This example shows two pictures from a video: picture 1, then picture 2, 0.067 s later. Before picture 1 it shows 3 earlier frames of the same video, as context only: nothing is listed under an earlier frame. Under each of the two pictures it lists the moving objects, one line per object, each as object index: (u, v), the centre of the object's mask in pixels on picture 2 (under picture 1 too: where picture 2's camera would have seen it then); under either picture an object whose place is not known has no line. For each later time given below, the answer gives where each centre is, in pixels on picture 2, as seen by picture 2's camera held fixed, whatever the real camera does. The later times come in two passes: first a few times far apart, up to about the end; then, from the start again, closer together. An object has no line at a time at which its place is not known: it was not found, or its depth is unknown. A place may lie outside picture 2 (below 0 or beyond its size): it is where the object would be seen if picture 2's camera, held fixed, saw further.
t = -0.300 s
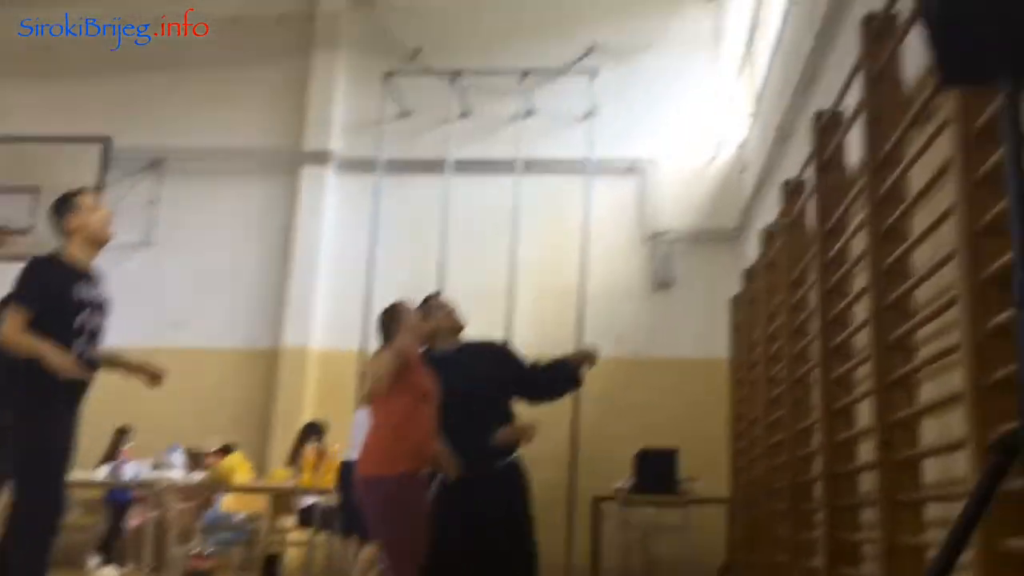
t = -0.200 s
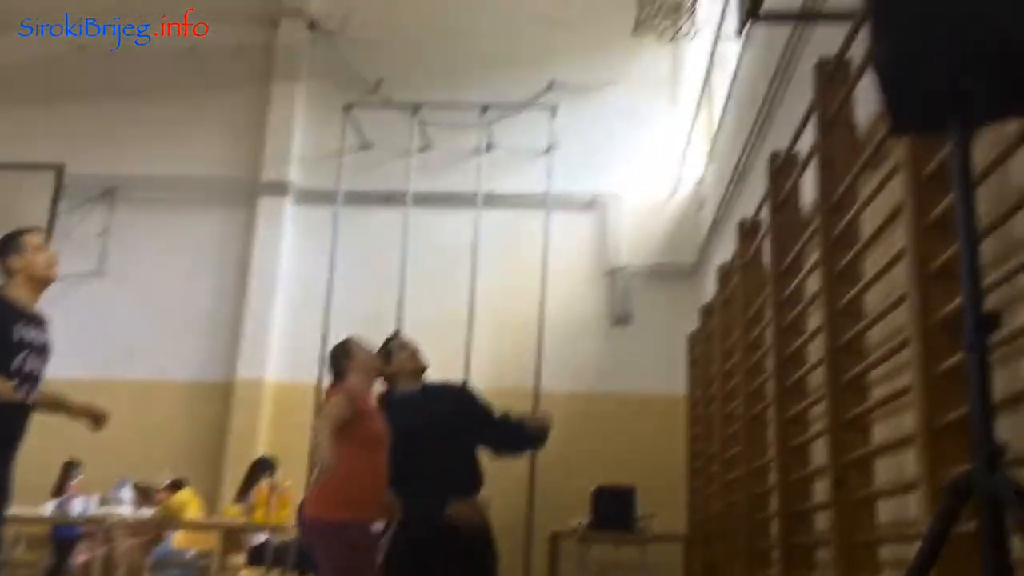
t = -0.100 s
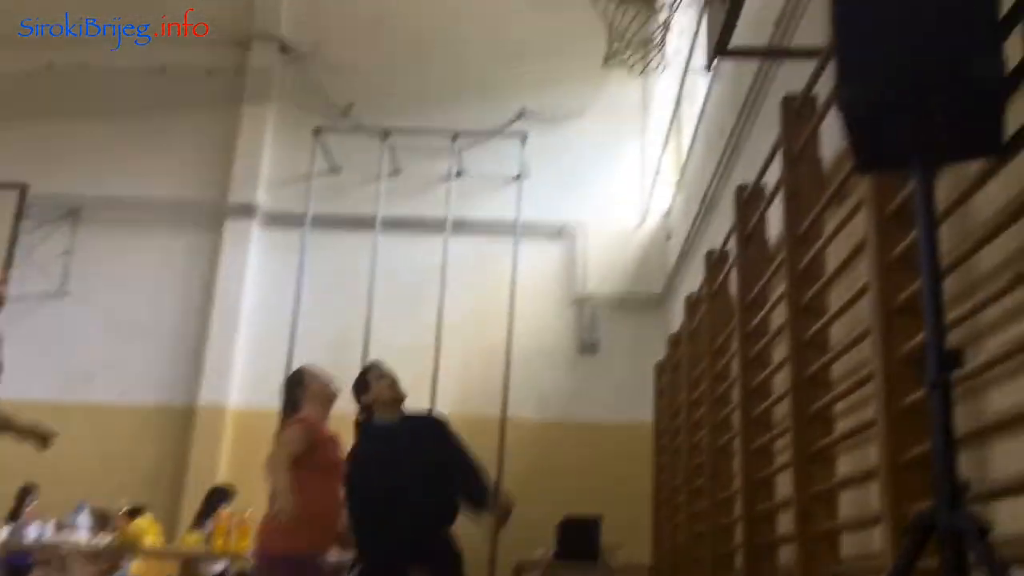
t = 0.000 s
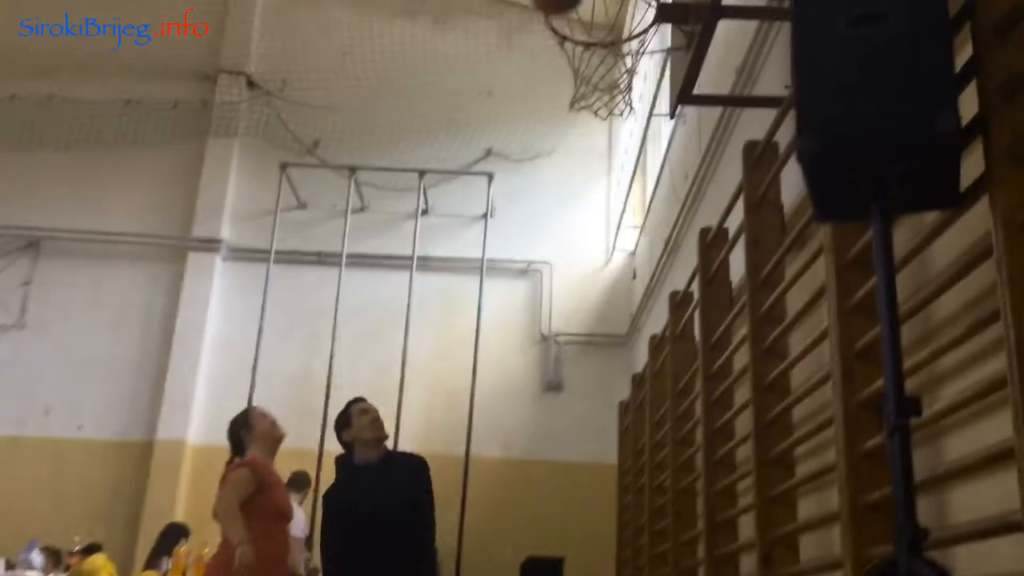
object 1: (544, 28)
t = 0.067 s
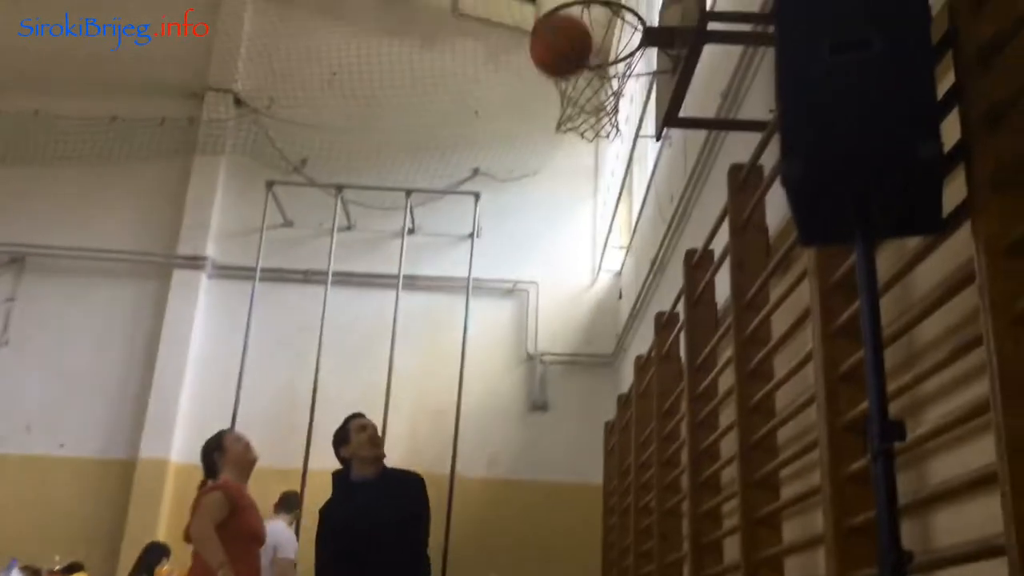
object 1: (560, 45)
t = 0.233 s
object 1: (606, 209)
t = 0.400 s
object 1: (649, 501)
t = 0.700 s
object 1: (727, 538)
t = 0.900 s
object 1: (770, 338)
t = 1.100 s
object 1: (791, 272)
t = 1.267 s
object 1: (802, 311)
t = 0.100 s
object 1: (570, 71)
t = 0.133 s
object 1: (578, 99)
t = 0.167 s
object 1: (586, 131)
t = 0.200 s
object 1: (596, 169)
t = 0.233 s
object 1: (606, 209)
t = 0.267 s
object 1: (617, 257)
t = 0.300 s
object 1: (625, 308)
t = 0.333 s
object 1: (636, 367)
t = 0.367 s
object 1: (648, 433)
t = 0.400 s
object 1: (649, 501)
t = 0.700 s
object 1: (727, 538)
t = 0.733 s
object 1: (738, 500)
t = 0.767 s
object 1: (747, 459)
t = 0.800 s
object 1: (755, 423)
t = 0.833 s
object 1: (762, 391)
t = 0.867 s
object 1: (766, 361)
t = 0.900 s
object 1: (770, 338)
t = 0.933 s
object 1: (775, 315)
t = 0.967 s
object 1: (779, 298)
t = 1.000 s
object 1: (787, 284)
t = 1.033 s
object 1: (783, 280)
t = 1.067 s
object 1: (789, 273)
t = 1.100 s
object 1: (791, 272)
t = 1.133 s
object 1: (796, 274)
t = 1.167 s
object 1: (800, 278)
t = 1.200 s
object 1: (803, 282)
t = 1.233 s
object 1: (805, 291)
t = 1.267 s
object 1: (802, 311)
